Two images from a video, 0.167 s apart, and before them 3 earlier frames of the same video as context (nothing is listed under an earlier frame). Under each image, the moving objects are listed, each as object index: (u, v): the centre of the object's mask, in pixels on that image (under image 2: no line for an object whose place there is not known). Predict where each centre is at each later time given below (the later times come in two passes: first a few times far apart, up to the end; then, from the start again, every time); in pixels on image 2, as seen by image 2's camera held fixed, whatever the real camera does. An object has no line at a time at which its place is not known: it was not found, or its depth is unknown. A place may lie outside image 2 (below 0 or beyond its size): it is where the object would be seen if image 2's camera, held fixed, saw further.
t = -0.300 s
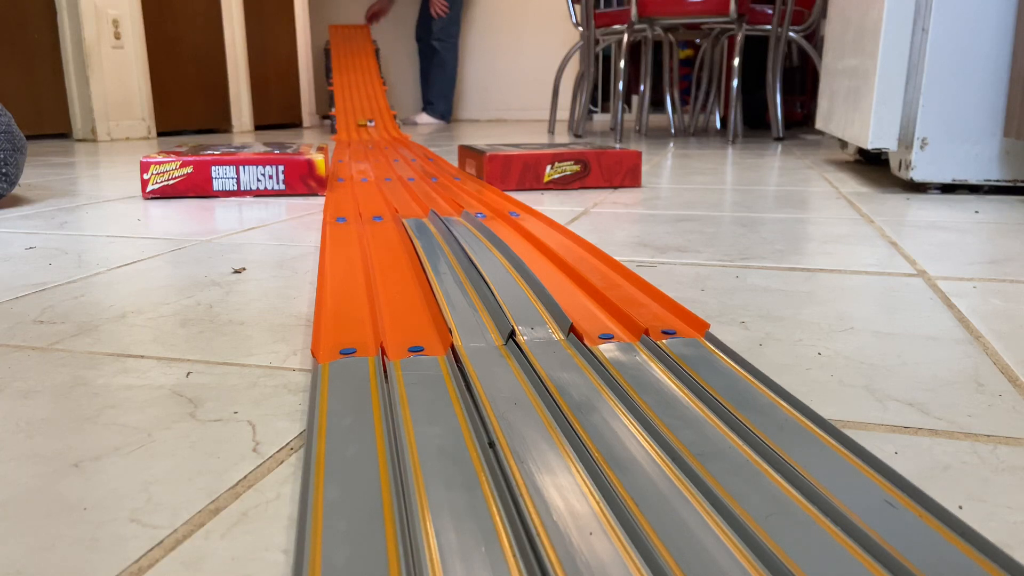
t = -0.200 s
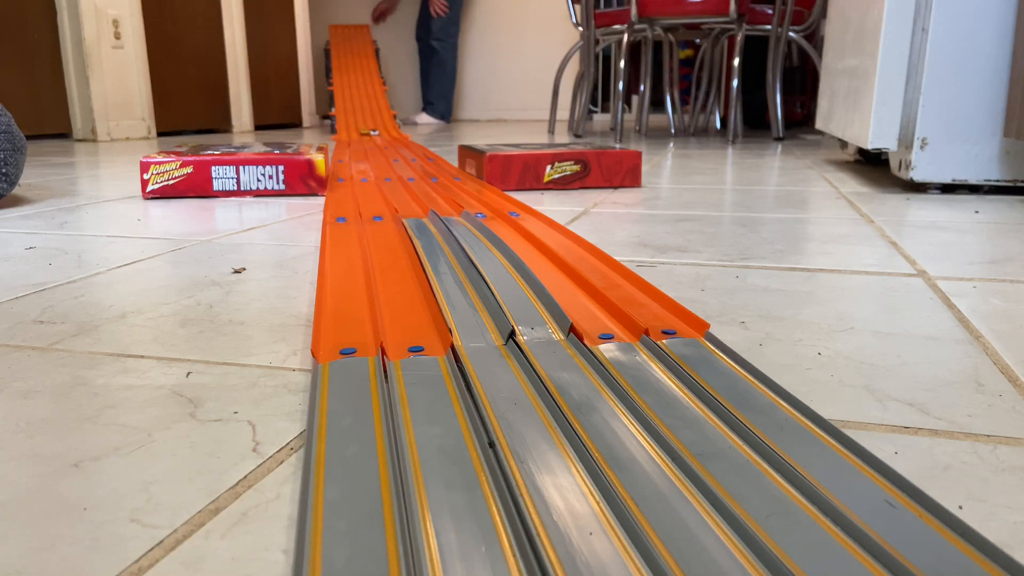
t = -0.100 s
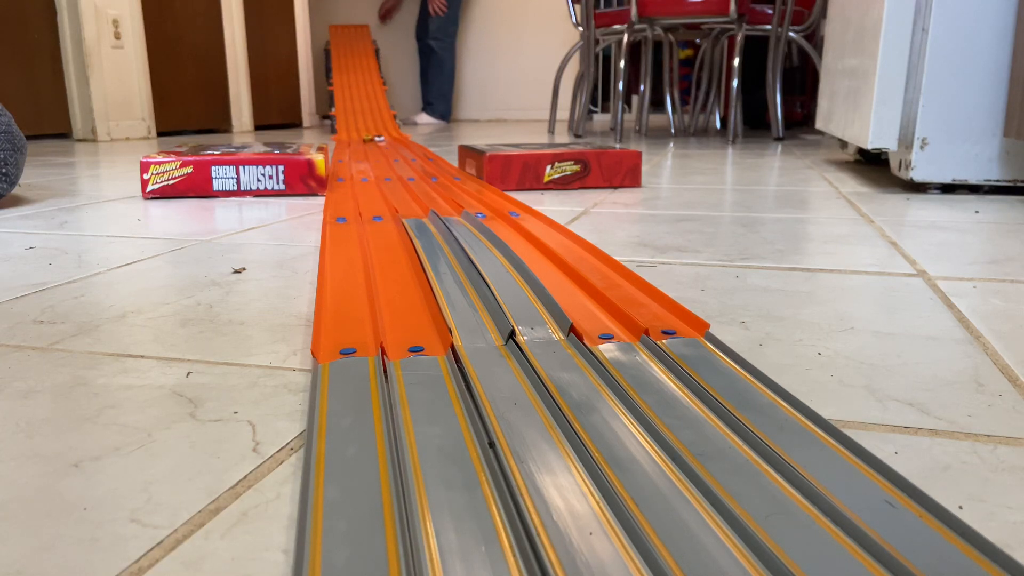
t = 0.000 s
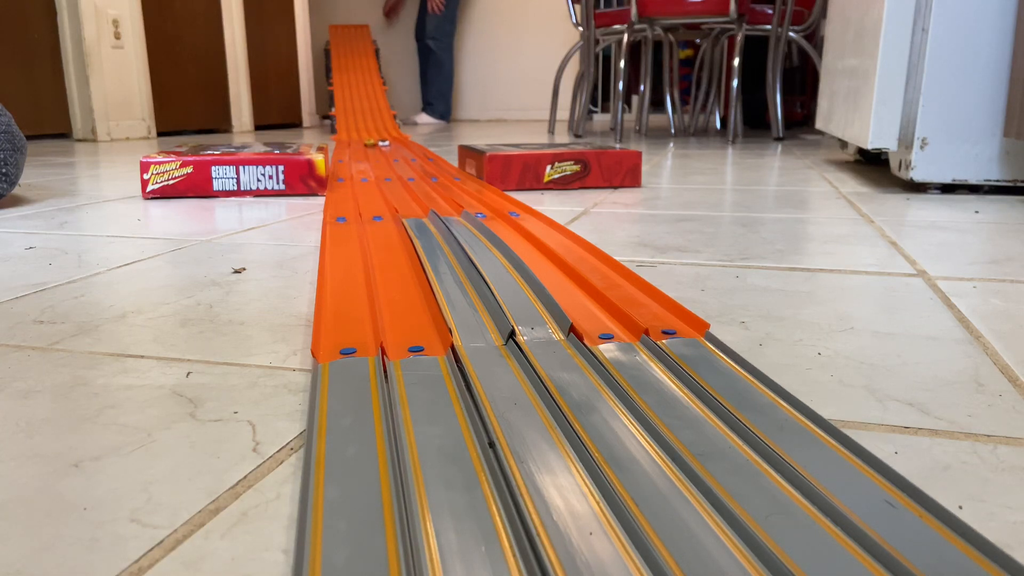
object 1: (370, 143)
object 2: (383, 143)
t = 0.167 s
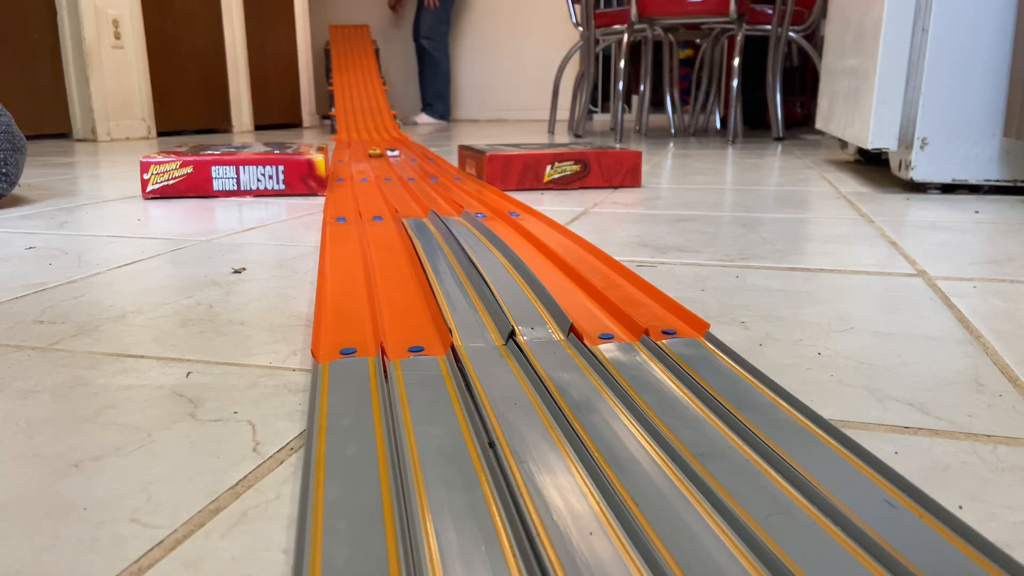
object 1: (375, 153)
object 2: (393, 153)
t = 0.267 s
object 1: (379, 160)
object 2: (398, 159)
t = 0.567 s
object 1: (405, 199)
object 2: (435, 197)
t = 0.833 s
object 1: (498, 362)
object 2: (536, 315)
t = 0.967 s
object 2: (723, 541)
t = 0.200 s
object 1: (376, 155)
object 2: (394, 155)
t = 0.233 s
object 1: (378, 157)
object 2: (396, 157)
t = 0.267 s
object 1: (379, 160)
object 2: (398, 159)
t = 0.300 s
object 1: (382, 162)
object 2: (400, 163)
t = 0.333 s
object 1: (384, 165)
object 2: (403, 165)
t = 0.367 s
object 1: (385, 168)
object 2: (406, 169)
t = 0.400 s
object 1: (387, 172)
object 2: (409, 172)
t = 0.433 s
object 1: (390, 176)
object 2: (412, 176)
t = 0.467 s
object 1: (393, 181)
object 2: (416, 180)
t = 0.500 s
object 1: (396, 186)
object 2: (422, 185)
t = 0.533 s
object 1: (401, 193)
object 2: (428, 190)
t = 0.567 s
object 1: (405, 199)
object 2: (435, 197)
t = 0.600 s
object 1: (411, 207)
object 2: (441, 204)
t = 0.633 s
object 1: (417, 215)
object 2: (451, 210)
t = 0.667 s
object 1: (425, 226)
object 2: (460, 219)
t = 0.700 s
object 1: (434, 240)
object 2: (470, 230)
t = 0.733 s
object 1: (445, 260)
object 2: (482, 242)
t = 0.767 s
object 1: (459, 285)
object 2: (496, 259)
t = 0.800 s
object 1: (476, 319)
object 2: (515, 283)
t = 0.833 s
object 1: (498, 362)
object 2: (536, 315)
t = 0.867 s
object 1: (533, 425)
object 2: (562, 355)
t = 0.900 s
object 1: (586, 514)
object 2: (602, 407)
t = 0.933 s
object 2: (663, 480)
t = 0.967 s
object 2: (723, 541)
